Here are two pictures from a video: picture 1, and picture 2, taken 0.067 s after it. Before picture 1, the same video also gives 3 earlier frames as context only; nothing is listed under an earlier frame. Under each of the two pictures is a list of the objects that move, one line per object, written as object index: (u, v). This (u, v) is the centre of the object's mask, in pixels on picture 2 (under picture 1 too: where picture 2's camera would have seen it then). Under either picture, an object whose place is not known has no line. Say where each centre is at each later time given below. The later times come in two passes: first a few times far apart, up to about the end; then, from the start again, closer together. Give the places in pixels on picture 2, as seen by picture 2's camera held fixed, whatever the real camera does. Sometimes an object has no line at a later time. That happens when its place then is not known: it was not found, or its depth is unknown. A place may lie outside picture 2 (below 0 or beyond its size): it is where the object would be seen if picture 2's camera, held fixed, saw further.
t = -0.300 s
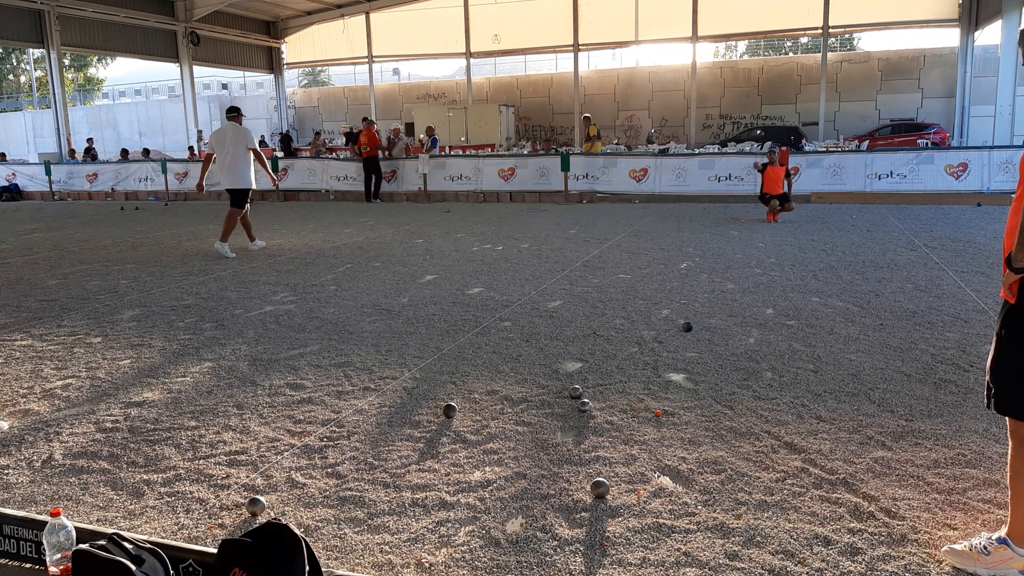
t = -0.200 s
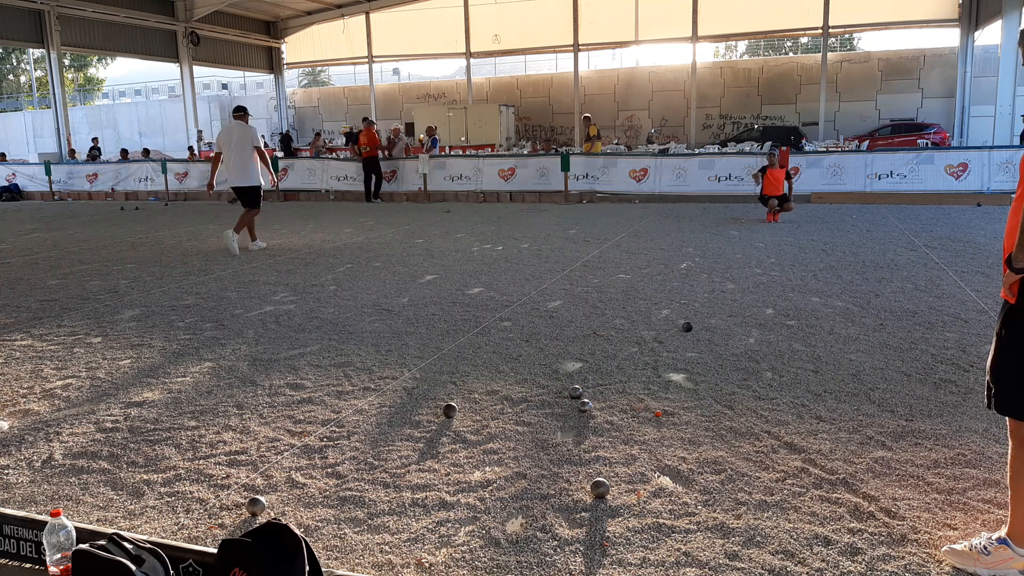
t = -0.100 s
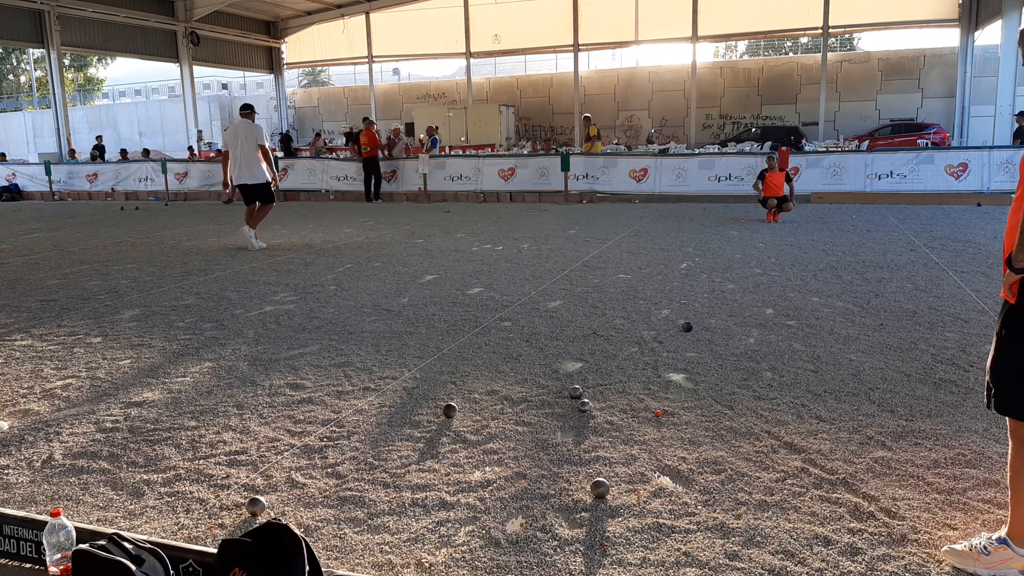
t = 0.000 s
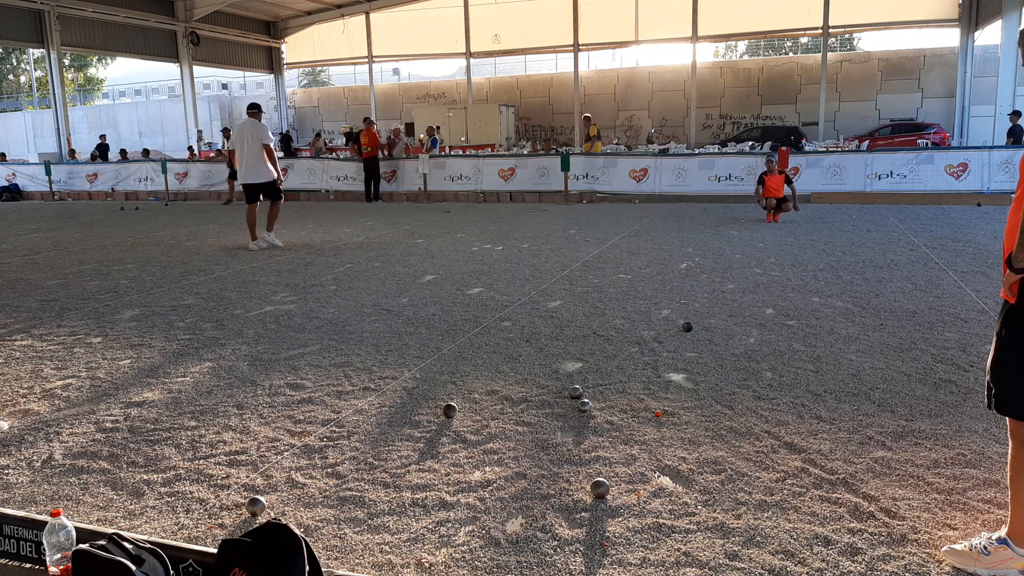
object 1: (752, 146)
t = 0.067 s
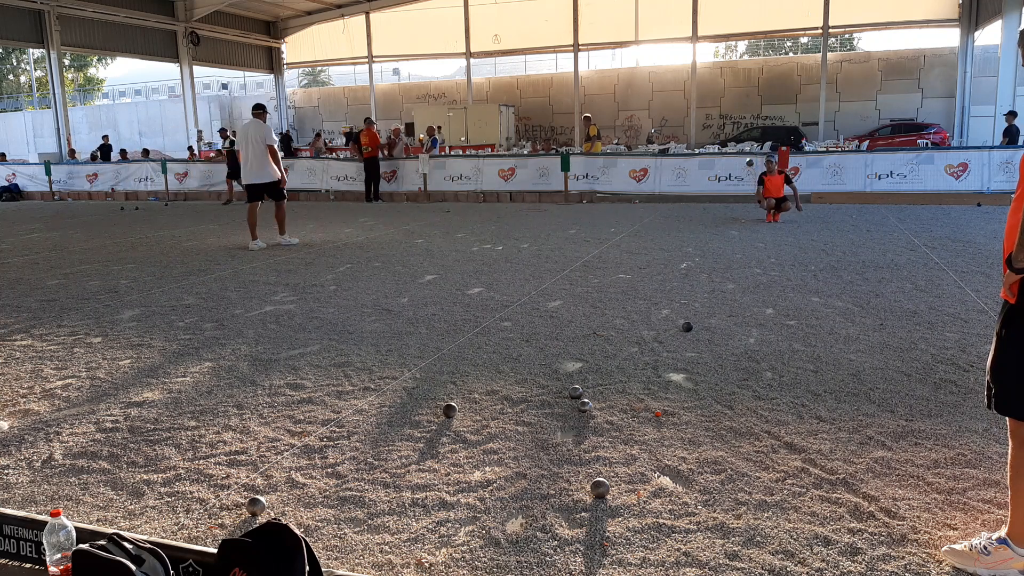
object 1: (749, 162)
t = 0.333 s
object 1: (735, 297)
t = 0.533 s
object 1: (725, 316)
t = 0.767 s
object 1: (716, 331)
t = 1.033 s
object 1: (710, 347)
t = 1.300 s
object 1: (704, 357)
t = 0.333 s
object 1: (735, 297)
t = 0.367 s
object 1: (731, 301)
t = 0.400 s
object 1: (731, 305)
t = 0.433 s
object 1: (729, 308)
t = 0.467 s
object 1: (728, 311)
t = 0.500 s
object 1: (726, 313)
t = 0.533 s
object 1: (725, 316)
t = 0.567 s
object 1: (724, 318)
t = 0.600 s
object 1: (724, 320)
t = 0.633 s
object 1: (721, 323)
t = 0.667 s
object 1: (720, 326)
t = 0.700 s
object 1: (718, 327)
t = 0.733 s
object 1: (717, 328)
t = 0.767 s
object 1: (716, 331)
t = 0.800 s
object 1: (714, 335)
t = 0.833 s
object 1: (714, 335)
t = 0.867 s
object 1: (713, 338)
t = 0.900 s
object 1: (711, 340)
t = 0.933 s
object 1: (711, 341)
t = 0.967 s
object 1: (711, 343)
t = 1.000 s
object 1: (711, 344)
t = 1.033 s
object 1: (710, 347)
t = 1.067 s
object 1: (709, 349)
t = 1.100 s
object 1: (710, 349)
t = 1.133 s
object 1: (710, 350)
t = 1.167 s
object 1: (710, 353)
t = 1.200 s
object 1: (709, 354)
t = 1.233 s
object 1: (706, 355)
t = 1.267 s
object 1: (705, 356)
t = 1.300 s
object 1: (704, 357)
